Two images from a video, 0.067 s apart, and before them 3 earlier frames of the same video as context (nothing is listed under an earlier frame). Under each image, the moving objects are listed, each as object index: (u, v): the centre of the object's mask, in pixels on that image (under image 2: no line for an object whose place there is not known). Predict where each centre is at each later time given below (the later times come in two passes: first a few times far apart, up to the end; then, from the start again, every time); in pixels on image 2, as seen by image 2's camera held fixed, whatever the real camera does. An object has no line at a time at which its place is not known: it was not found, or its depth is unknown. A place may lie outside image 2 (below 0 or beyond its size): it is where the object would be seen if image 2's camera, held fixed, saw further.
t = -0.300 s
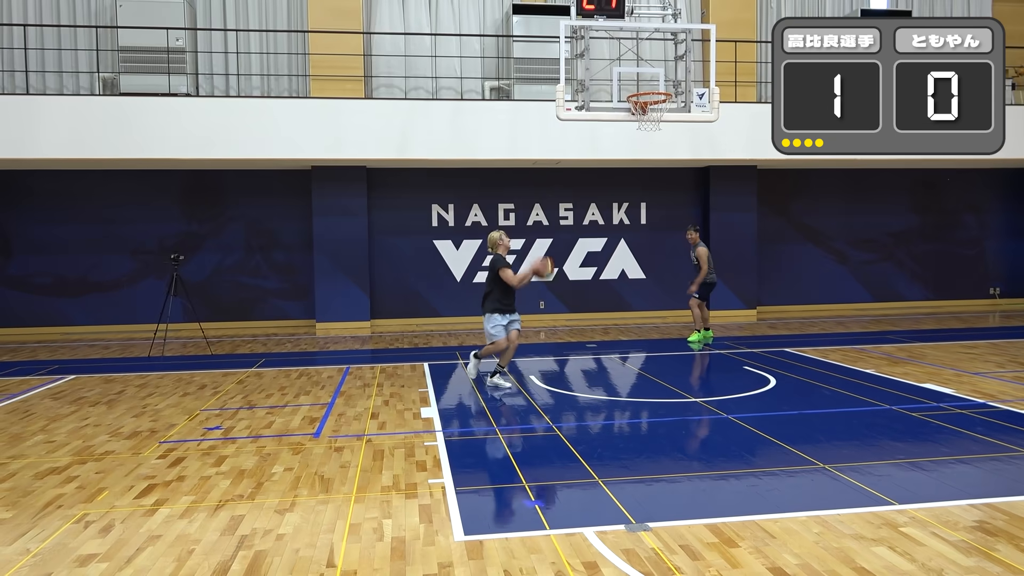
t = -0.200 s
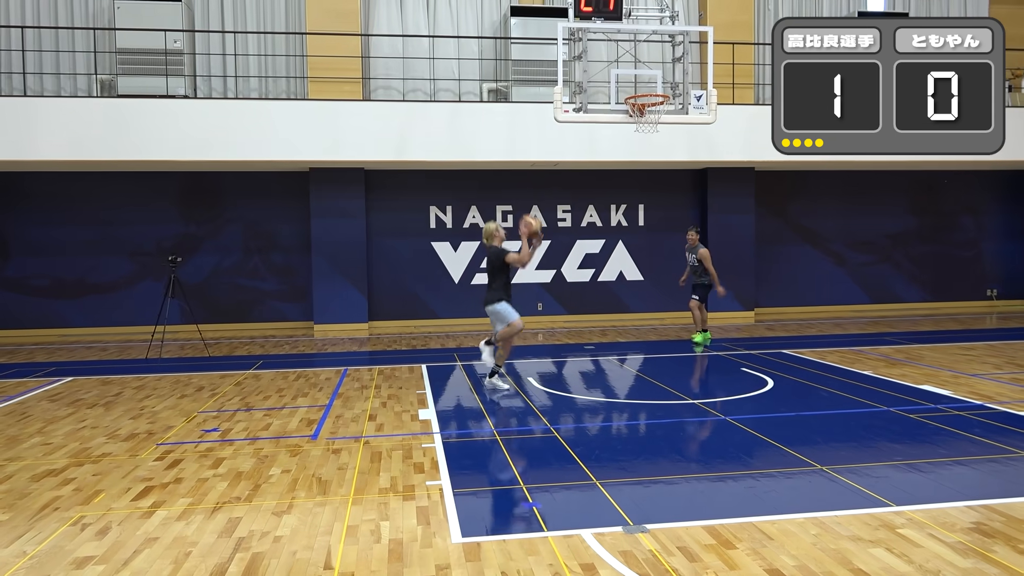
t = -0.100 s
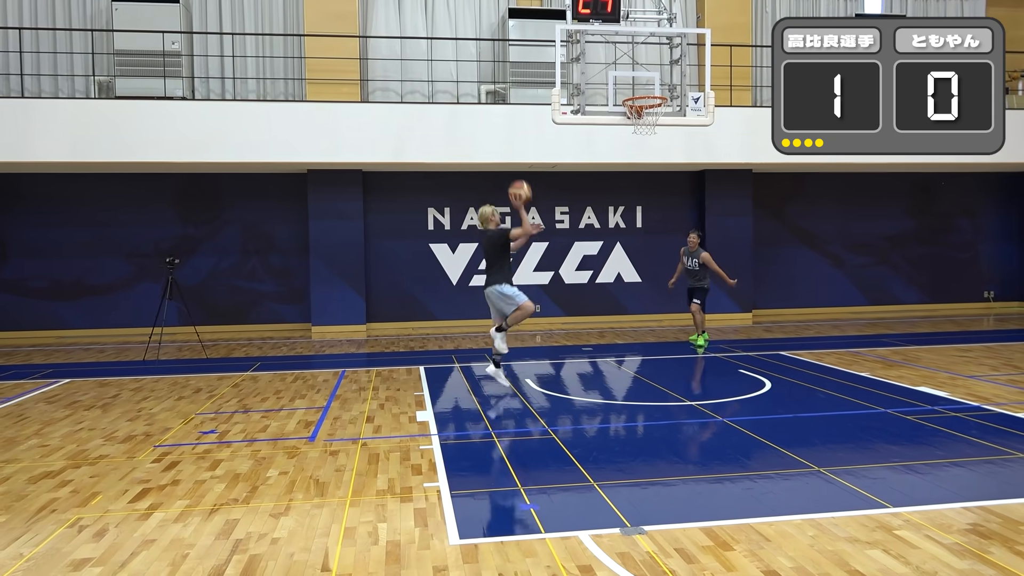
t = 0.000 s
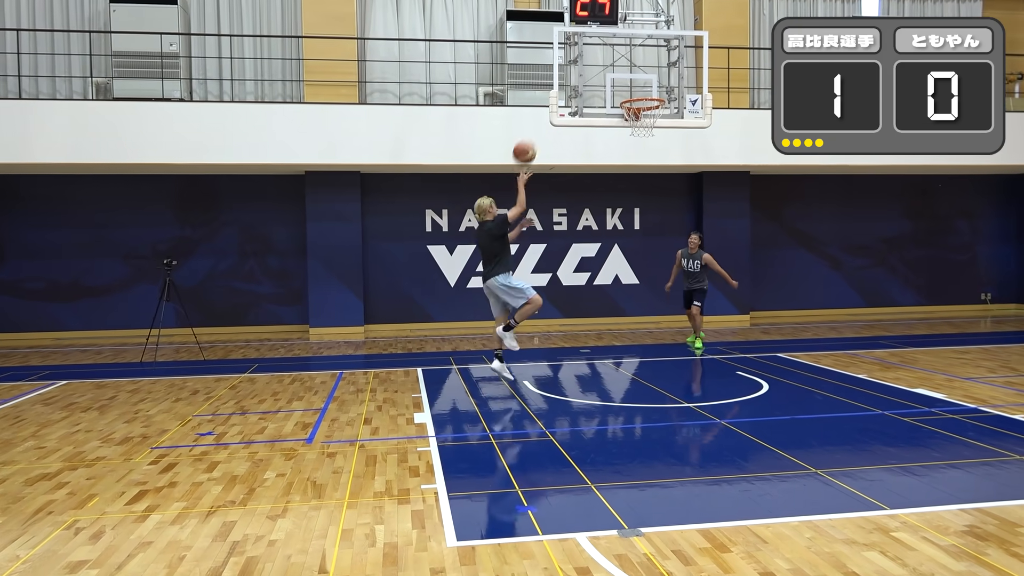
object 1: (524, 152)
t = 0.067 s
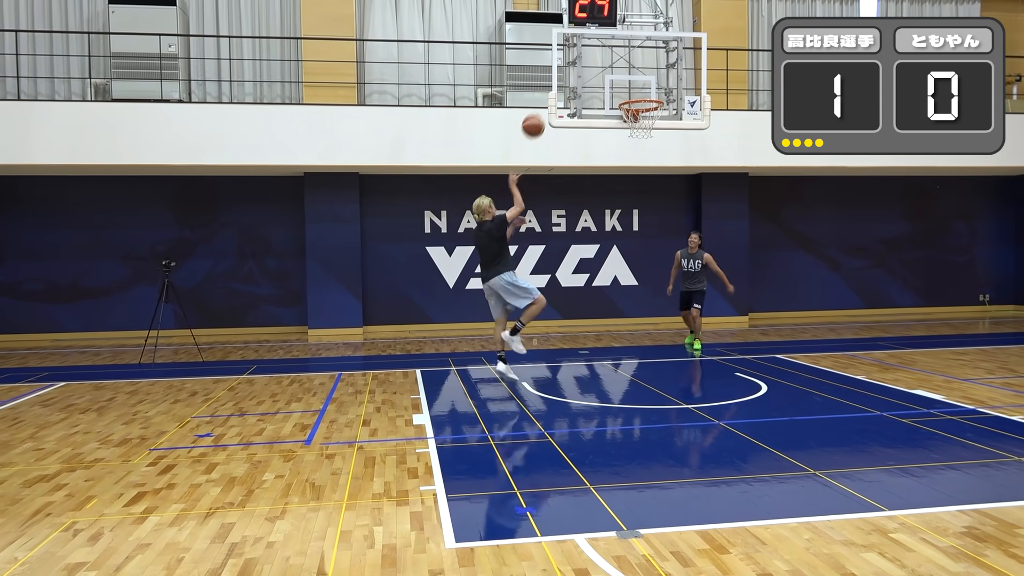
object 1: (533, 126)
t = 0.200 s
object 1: (553, 82)
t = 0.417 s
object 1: (585, 48)
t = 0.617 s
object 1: (614, 56)
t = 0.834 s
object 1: (644, 104)
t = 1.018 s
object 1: (654, 148)
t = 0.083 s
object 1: (535, 119)
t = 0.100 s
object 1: (538, 113)
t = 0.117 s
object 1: (540, 107)
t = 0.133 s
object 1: (543, 102)
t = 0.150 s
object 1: (545, 97)
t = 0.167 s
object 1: (548, 92)
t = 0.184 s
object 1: (551, 87)
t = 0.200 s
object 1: (553, 82)
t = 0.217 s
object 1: (555, 78)
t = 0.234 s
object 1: (558, 74)
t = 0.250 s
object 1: (561, 70)
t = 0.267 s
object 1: (563, 67)
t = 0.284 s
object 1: (565, 64)
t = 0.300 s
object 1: (568, 61)
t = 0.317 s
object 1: (571, 58)
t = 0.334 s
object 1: (573, 56)
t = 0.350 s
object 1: (575, 54)
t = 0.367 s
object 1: (578, 52)
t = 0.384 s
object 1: (580, 50)
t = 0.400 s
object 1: (583, 49)
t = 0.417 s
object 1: (585, 48)
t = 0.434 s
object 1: (588, 47)
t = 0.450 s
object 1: (590, 47)
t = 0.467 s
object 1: (593, 47)
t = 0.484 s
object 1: (595, 47)
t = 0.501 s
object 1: (597, 47)
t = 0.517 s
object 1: (600, 48)
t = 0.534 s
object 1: (602, 49)
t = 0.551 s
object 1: (605, 50)
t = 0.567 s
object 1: (607, 50)
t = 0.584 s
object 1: (609, 52)
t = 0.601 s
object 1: (612, 54)
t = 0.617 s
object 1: (614, 56)
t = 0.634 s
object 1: (616, 58)
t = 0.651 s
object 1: (619, 61)
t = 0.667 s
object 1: (621, 64)
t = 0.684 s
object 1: (624, 66)
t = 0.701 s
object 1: (626, 70)
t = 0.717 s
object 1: (628, 73)
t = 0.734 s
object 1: (631, 77)
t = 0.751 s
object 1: (633, 82)
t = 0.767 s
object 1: (636, 86)
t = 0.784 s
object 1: (638, 90)
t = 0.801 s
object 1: (640, 92)
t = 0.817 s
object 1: (642, 101)
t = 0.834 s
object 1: (644, 104)
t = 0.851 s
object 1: (647, 111)
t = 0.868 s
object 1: (650, 116)
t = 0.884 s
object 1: (651, 122)
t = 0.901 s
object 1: (653, 127)
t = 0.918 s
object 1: (653, 129)
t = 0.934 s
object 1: (653, 131)
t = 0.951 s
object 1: (653, 134)
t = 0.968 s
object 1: (654, 137)
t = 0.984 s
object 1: (654, 140)
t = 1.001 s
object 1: (654, 144)
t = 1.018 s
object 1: (654, 148)
